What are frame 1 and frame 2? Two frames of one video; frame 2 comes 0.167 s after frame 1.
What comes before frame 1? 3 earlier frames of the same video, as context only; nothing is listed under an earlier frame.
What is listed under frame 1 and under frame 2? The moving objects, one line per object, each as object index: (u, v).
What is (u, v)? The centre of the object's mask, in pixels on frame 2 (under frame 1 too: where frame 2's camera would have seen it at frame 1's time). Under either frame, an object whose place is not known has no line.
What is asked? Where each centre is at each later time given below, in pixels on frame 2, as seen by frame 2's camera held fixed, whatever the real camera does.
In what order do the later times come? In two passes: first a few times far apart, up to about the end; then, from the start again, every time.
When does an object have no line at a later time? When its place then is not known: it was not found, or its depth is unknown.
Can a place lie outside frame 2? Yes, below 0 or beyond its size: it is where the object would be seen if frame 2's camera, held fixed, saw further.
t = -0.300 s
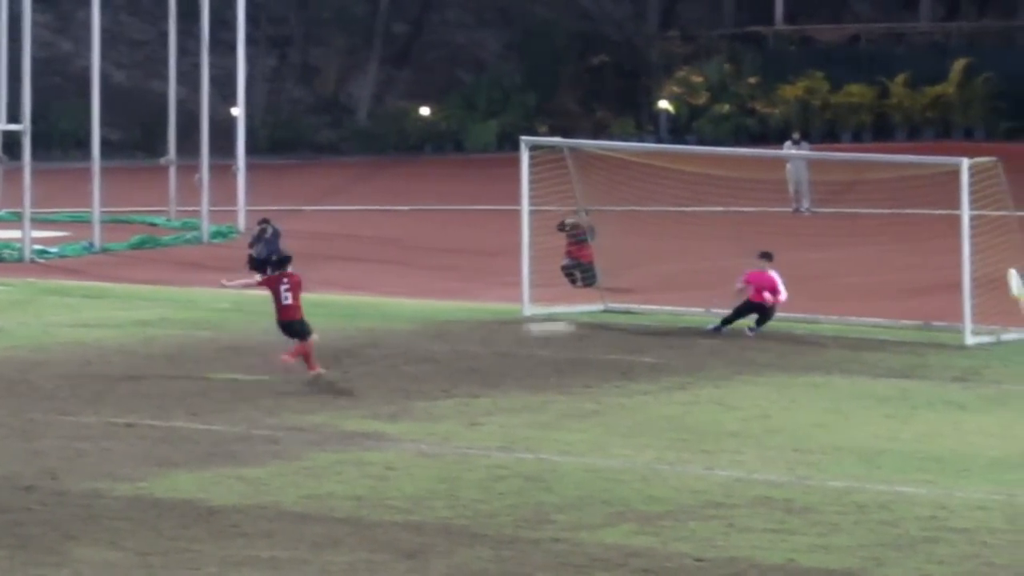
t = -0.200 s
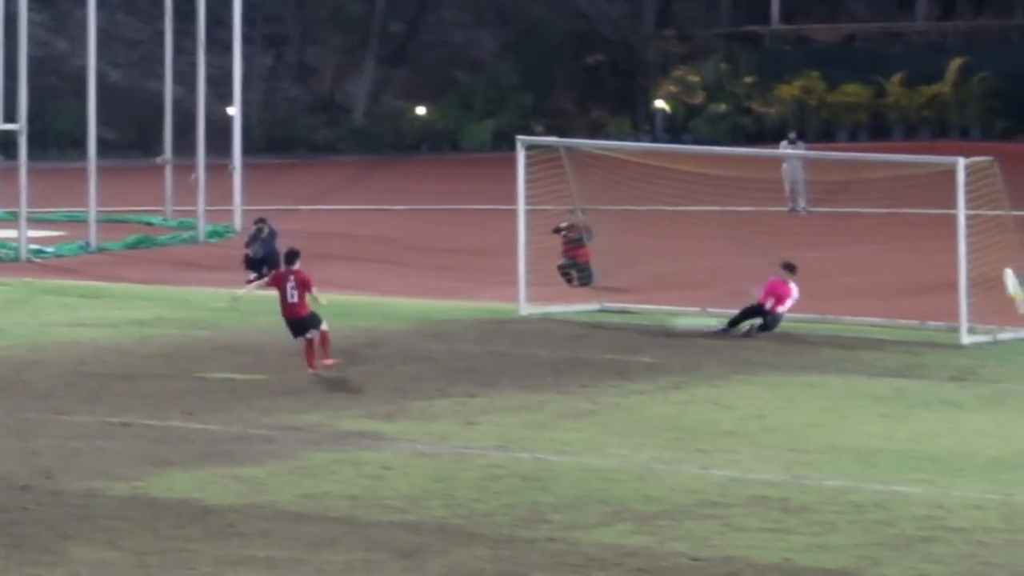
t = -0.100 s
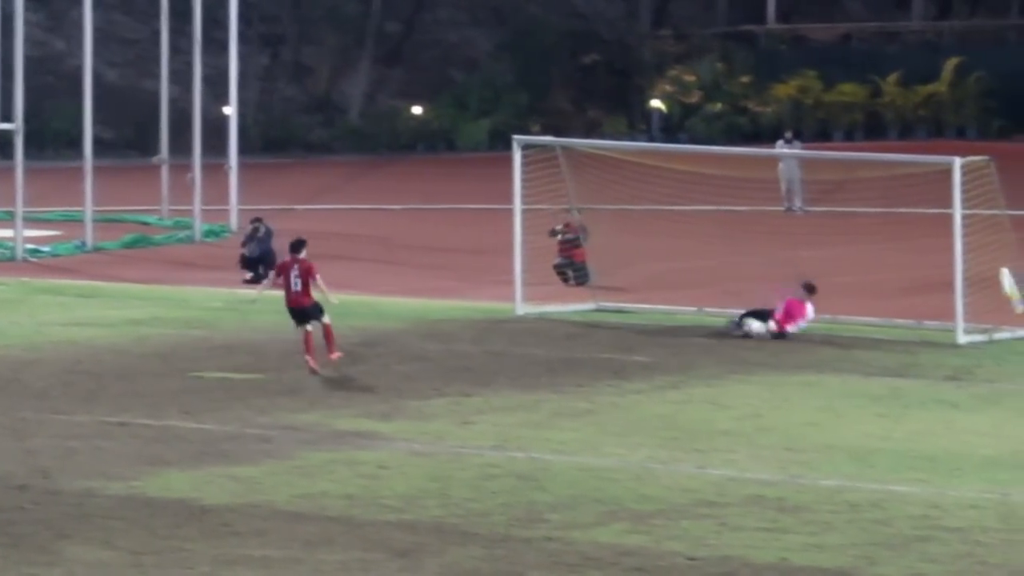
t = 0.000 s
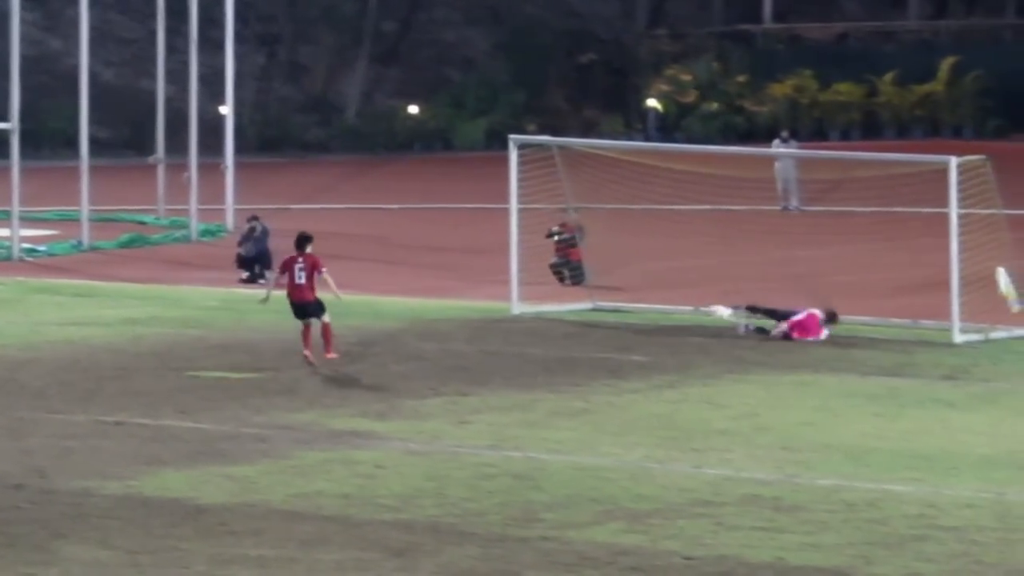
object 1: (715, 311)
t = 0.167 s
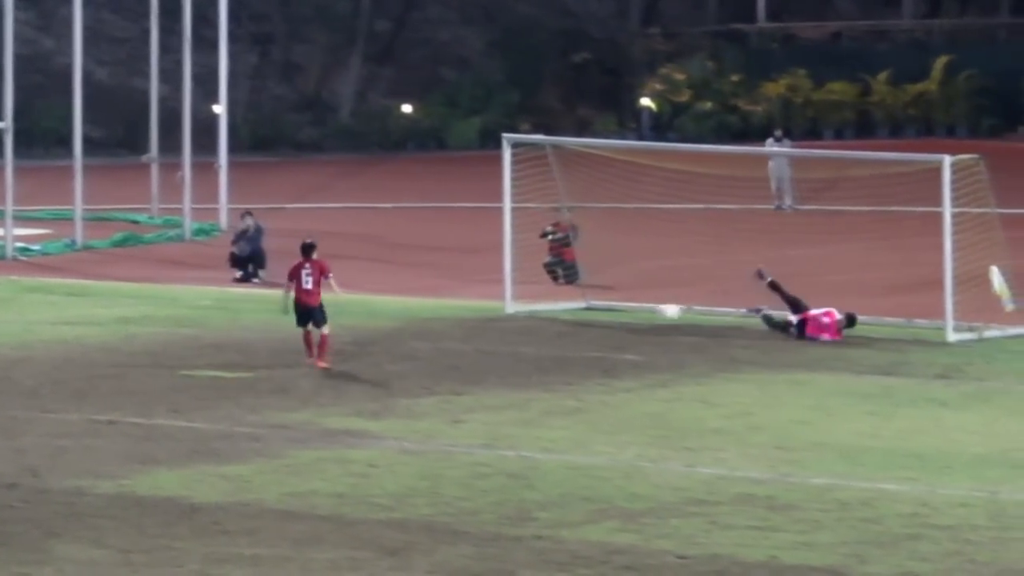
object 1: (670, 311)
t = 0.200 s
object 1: (660, 314)
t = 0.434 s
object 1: (603, 369)
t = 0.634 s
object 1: (563, 355)
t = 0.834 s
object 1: (528, 360)
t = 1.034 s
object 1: (494, 400)
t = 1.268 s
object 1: (454, 400)
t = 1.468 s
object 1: (422, 408)
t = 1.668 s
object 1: (392, 456)
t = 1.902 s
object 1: (354, 465)
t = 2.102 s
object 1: (323, 481)
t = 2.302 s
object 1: (291, 504)
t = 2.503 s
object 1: (260, 513)
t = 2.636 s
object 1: (239, 527)
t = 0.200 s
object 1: (660, 314)
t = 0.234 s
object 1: (650, 319)
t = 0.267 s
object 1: (642, 325)
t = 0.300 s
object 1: (634, 332)
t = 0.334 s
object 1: (626, 340)
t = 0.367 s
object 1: (618, 348)
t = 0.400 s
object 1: (610, 358)
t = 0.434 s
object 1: (603, 369)
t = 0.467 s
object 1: (595, 377)
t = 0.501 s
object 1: (588, 373)
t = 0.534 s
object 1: (582, 367)
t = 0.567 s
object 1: (576, 362)
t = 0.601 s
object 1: (569, 358)
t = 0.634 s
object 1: (563, 355)
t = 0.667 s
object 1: (557, 353)
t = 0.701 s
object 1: (551, 353)
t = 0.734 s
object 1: (545, 353)
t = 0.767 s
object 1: (539, 354)
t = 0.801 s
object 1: (534, 356)
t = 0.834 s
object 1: (528, 360)
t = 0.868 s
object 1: (522, 364)
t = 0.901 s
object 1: (517, 370)
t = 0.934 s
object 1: (511, 376)
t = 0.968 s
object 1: (505, 383)
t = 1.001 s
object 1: (500, 391)
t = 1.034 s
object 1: (494, 400)
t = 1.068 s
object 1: (489, 411)
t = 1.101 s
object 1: (482, 419)
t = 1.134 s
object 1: (476, 414)
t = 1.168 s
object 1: (471, 409)
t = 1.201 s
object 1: (465, 405)
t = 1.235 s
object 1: (460, 402)
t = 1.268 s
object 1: (454, 400)
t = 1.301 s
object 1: (450, 399)
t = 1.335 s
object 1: (443, 399)
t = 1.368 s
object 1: (438, 399)
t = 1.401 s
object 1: (433, 402)
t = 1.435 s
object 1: (427, 405)
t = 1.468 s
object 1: (422, 408)
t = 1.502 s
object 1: (416, 414)
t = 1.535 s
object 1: (411, 420)
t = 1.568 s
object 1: (406, 428)
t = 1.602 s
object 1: (401, 436)
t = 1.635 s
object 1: (397, 445)
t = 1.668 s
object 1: (392, 456)
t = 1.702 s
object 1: (385, 460)
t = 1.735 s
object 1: (380, 458)
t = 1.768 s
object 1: (375, 457)
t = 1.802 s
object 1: (370, 458)
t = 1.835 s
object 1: (365, 459)
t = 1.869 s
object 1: (359, 461)
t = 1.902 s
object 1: (354, 465)
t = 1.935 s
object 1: (349, 470)
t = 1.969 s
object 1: (344, 476)
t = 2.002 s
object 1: (339, 482)
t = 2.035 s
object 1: (334, 483)
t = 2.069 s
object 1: (329, 482)
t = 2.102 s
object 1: (323, 481)
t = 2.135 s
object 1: (318, 482)
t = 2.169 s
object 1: (313, 484)
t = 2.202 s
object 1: (307, 488)
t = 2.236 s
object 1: (302, 492)
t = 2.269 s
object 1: (296, 498)
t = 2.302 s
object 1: (291, 504)
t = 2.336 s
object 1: (285, 506)
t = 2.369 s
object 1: (280, 508)
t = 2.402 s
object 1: (275, 510)
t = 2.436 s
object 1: (270, 512)
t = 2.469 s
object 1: (265, 512)
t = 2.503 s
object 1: (260, 513)
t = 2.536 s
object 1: (254, 515)
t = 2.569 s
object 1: (249, 519)
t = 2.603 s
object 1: (244, 523)
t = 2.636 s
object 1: (239, 527)
